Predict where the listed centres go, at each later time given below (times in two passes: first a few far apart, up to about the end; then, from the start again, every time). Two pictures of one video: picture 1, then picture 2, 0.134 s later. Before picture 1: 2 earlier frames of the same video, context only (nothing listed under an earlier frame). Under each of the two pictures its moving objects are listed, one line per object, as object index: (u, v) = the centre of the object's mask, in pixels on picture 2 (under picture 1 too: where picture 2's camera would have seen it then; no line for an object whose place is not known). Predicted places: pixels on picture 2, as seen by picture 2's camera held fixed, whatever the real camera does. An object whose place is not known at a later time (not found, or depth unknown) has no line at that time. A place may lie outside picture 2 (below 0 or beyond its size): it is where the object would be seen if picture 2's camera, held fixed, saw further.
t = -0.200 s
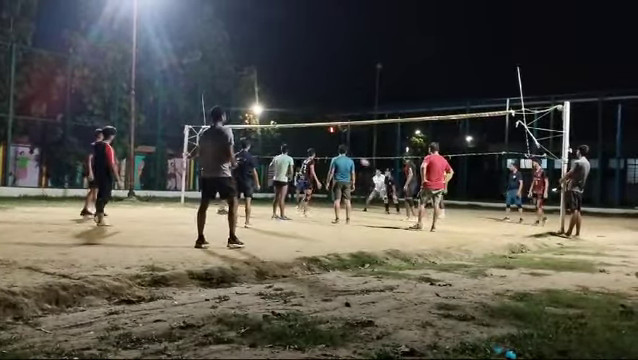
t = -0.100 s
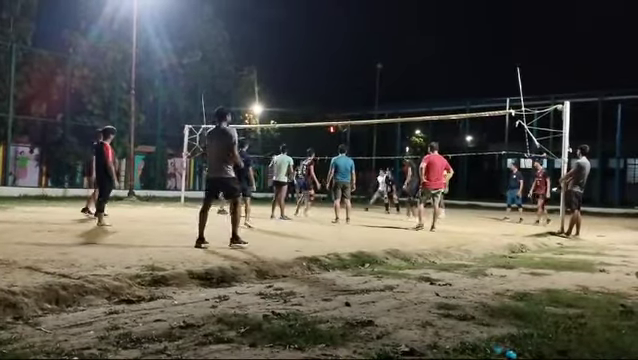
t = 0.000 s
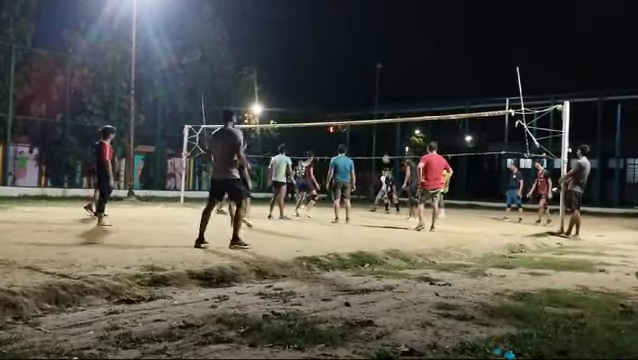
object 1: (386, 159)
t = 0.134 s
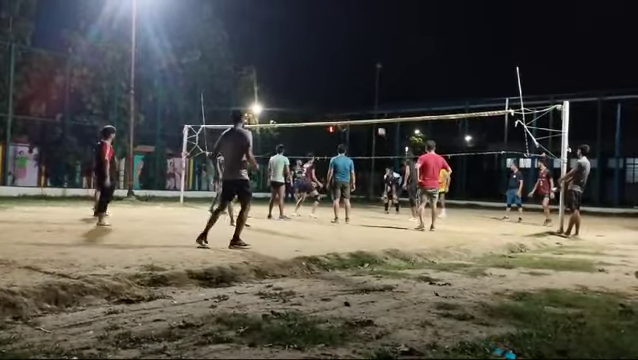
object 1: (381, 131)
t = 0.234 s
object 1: (378, 113)
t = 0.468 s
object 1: (370, 82)
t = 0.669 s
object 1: (362, 66)
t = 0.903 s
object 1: (352, 64)
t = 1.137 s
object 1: (340, 81)
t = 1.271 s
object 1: (333, 99)
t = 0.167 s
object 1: (380, 125)
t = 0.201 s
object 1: (379, 117)
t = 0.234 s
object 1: (378, 113)
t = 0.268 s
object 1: (377, 108)
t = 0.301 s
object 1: (376, 103)
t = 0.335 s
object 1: (375, 98)
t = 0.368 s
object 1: (374, 94)
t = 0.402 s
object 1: (373, 90)
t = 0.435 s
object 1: (371, 86)
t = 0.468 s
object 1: (370, 82)
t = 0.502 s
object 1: (369, 79)
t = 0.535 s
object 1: (368, 75)
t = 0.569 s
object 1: (367, 73)
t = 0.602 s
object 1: (365, 70)
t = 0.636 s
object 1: (364, 68)
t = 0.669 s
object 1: (362, 66)
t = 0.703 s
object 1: (361, 65)
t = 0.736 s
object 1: (359, 64)
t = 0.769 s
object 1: (358, 63)
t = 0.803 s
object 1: (357, 62)
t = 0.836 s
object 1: (355, 63)
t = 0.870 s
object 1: (354, 63)
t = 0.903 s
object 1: (352, 64)
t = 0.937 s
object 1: (351, 65)
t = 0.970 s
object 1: (349, 67)
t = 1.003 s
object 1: (347, 69)
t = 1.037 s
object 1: (345, 71)
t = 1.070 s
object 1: (343, 74)
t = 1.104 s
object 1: (342, 77)
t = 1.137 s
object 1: (340, 81)
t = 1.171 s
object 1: (338, 85)
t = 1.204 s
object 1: (336, 89)
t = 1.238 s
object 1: (334, 94)
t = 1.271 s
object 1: (333, 99)
